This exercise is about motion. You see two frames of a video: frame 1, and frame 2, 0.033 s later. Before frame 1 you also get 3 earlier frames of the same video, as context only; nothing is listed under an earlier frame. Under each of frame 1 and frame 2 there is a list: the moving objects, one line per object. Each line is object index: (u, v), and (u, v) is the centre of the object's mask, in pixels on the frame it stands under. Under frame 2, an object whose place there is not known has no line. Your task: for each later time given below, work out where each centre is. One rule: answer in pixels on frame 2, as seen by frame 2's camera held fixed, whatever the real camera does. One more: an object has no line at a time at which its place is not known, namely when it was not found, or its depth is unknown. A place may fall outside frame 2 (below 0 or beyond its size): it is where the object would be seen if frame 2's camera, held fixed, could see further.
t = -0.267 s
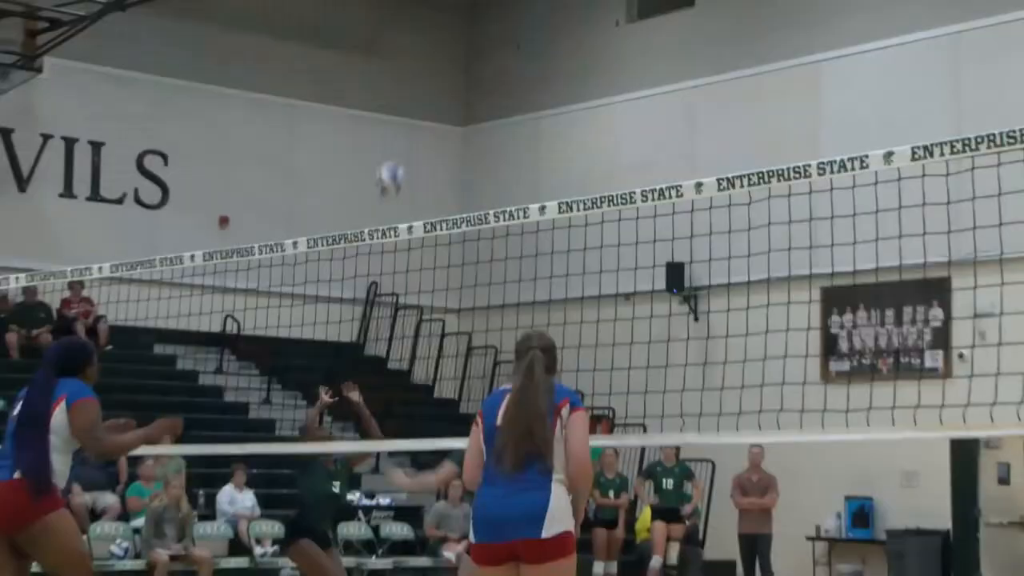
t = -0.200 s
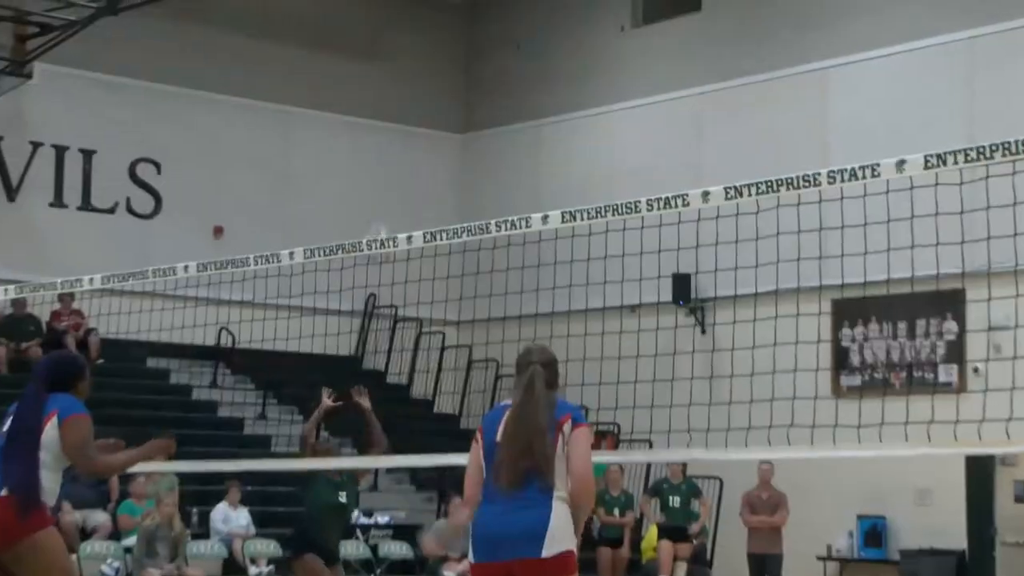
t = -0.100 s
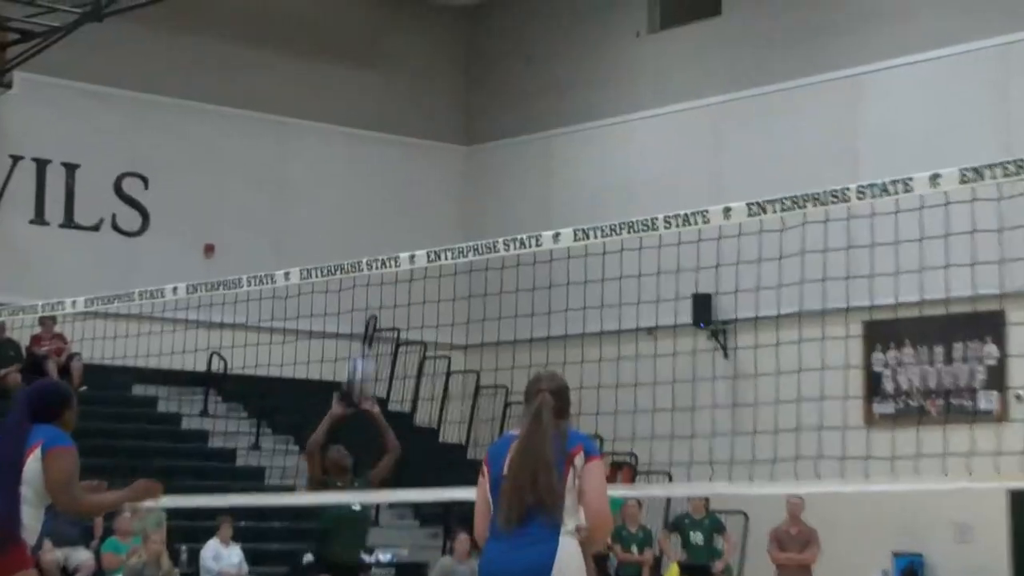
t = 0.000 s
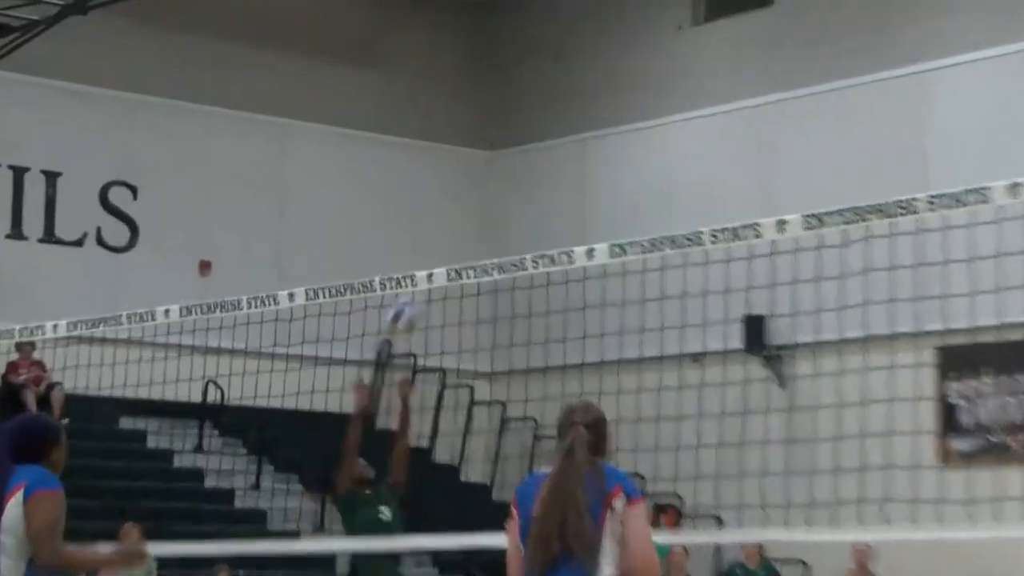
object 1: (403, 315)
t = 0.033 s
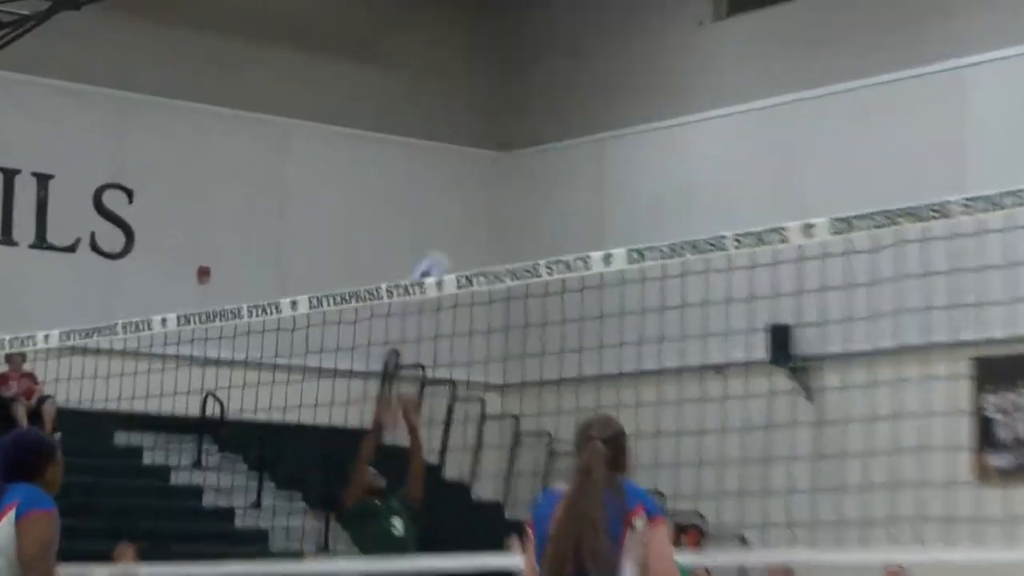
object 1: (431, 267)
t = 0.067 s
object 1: (449, 229)
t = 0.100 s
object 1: (467, 186)
